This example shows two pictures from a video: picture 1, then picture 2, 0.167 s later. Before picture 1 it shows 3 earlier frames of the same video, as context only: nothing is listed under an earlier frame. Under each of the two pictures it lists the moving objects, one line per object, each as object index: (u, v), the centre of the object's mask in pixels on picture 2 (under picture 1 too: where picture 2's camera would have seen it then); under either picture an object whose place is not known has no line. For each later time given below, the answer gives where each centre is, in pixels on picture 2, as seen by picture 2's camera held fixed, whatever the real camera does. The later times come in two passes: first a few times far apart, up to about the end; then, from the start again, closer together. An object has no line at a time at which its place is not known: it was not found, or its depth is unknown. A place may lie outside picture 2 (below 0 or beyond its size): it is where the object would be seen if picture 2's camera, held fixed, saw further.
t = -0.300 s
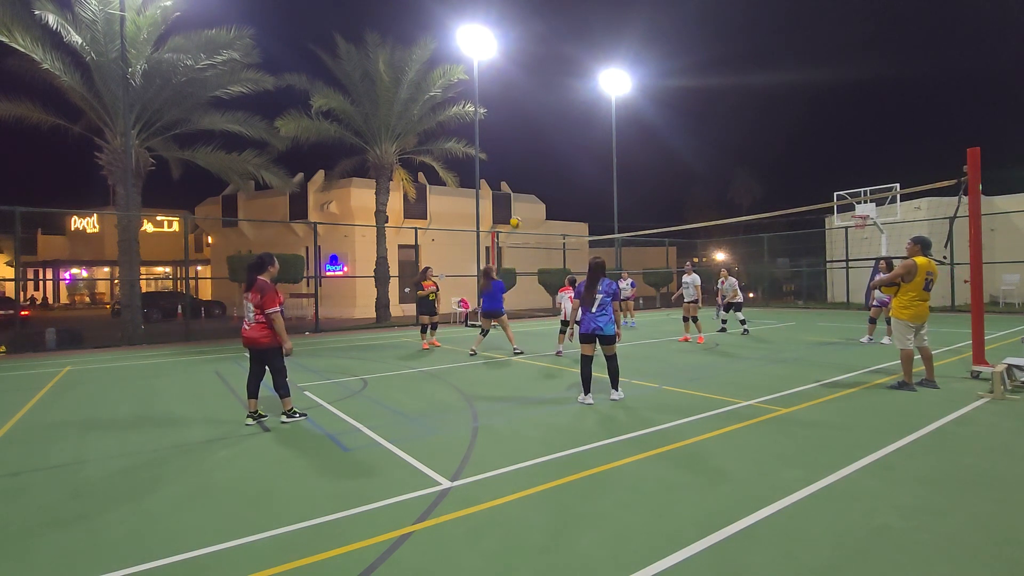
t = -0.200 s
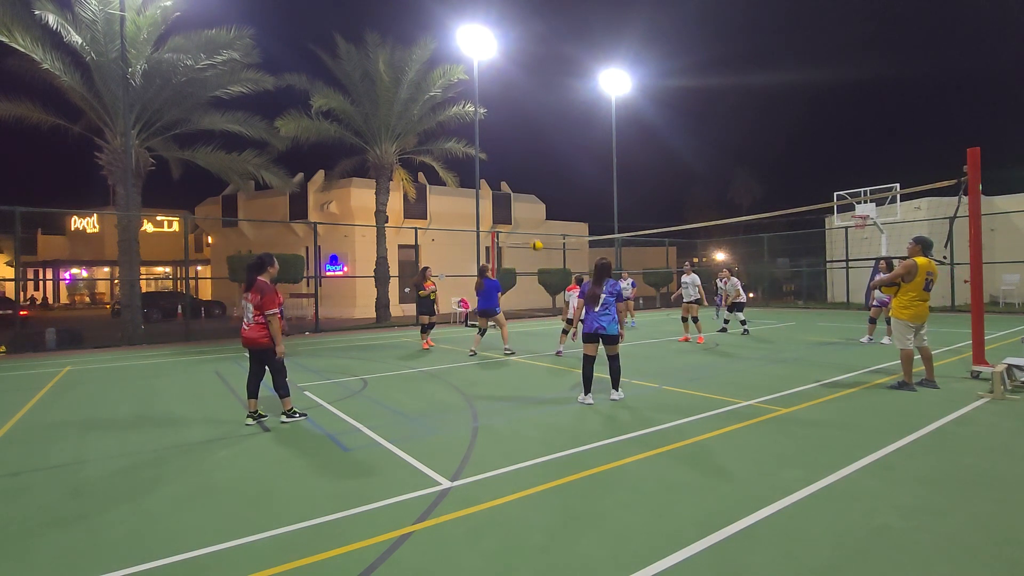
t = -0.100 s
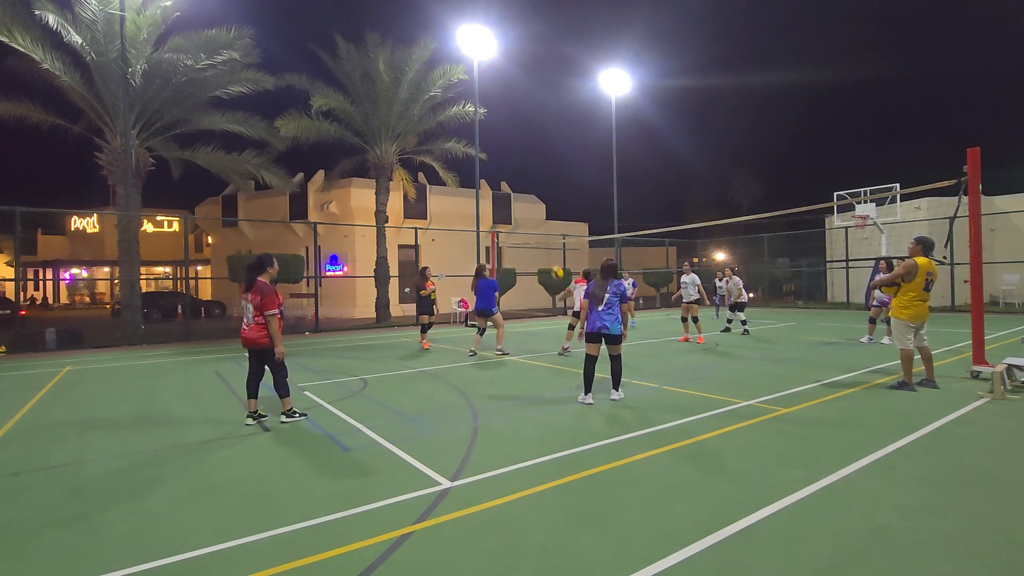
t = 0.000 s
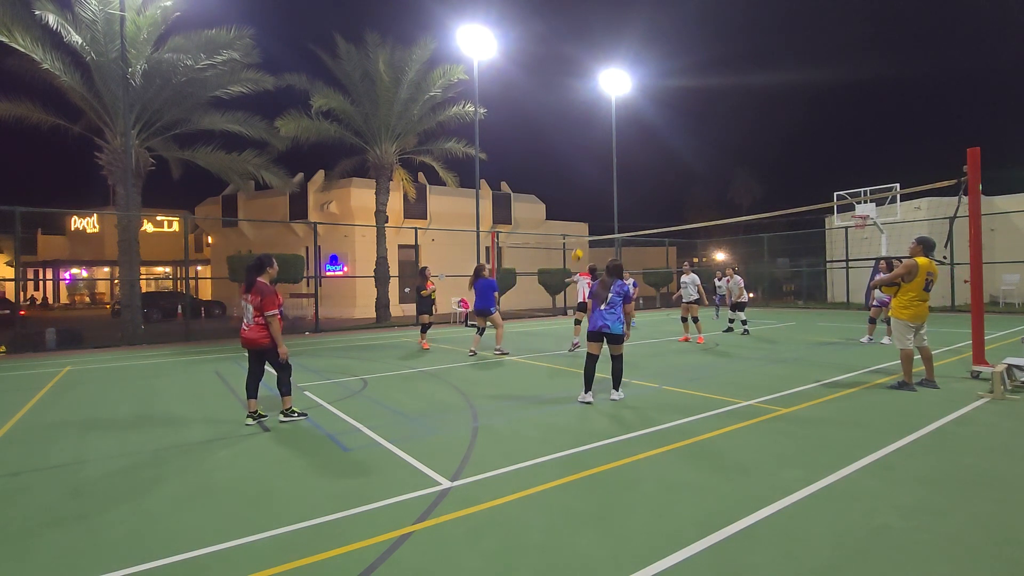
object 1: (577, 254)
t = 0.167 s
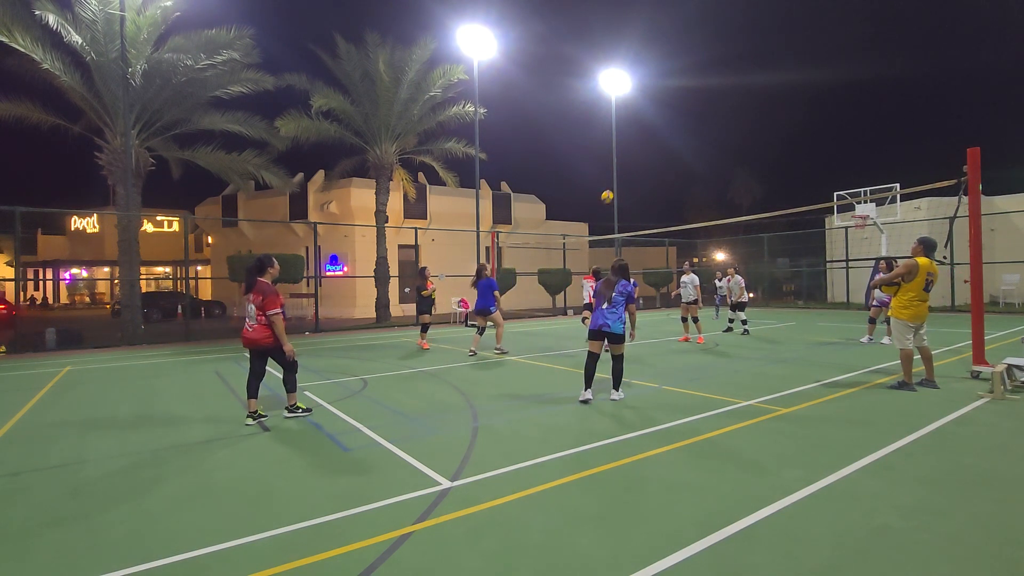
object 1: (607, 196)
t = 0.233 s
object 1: (618, 178)
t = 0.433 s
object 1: (651, 142)
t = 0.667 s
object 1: (687, 127)
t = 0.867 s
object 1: (716, 134)
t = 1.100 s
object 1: (747, 164)
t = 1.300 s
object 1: (770, 205)
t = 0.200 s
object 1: (613, 187)
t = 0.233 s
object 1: (618, 178)
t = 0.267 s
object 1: (624, 170)
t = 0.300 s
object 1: (629, 163)
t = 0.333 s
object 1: (635, 157)
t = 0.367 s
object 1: (640, 152)
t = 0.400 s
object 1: (646, 146)
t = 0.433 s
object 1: (651, 142)
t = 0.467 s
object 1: (657, 138)
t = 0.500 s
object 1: (662, 135)
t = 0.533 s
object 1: (667, 132)
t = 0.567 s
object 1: (672, 130)
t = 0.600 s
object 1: (677, 128)
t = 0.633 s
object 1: (682, 127)
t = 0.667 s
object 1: (687, 127)
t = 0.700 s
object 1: (692, 127)
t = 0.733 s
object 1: (695, 125)
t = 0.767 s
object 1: (701, 127)
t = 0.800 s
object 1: (706, 130)
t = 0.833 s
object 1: (711, 131)
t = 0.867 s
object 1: (716, 134)
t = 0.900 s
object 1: (720, 137)
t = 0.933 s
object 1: (725, 140)
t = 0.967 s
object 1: (729, 144)
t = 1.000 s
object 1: (733, 148)
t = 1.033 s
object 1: (738, 153)
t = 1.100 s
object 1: (747, 164)
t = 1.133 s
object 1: (750, 169)
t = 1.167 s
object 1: (755, 175)
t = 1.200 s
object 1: (759, 182)
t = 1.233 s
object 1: (763, 190)
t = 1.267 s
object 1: (767, 197)
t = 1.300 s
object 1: (770, 205)
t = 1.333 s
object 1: (774, 213)
